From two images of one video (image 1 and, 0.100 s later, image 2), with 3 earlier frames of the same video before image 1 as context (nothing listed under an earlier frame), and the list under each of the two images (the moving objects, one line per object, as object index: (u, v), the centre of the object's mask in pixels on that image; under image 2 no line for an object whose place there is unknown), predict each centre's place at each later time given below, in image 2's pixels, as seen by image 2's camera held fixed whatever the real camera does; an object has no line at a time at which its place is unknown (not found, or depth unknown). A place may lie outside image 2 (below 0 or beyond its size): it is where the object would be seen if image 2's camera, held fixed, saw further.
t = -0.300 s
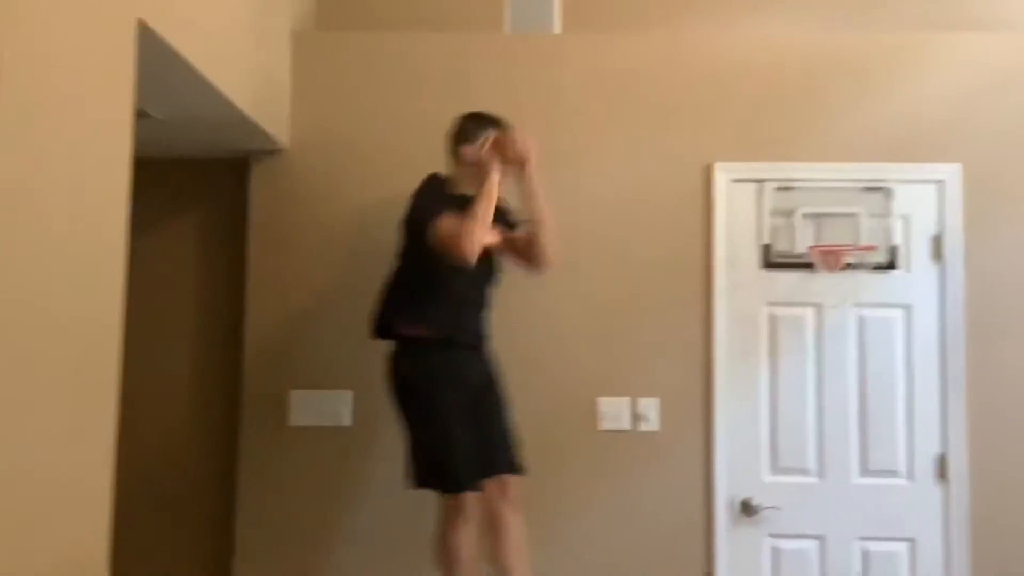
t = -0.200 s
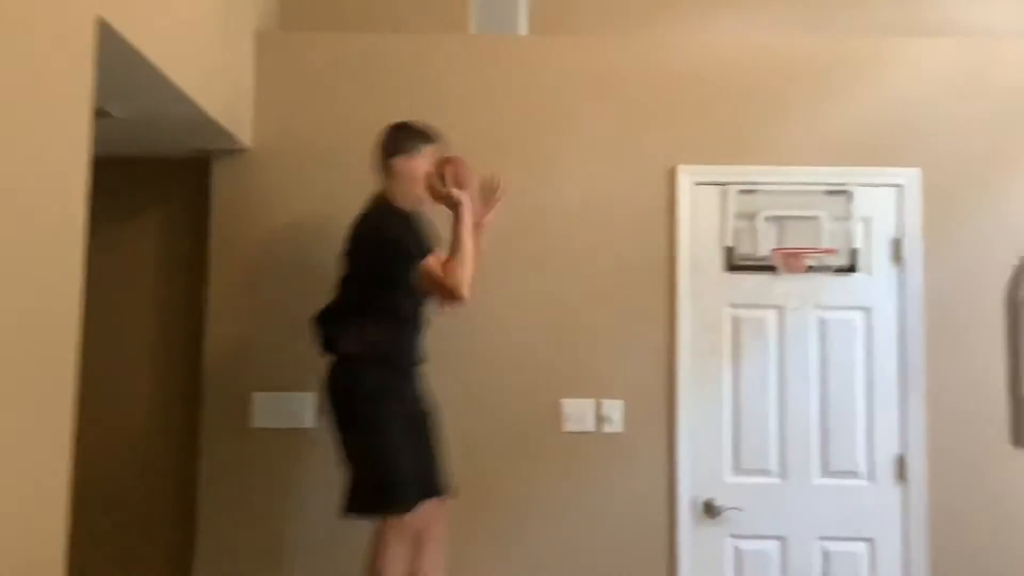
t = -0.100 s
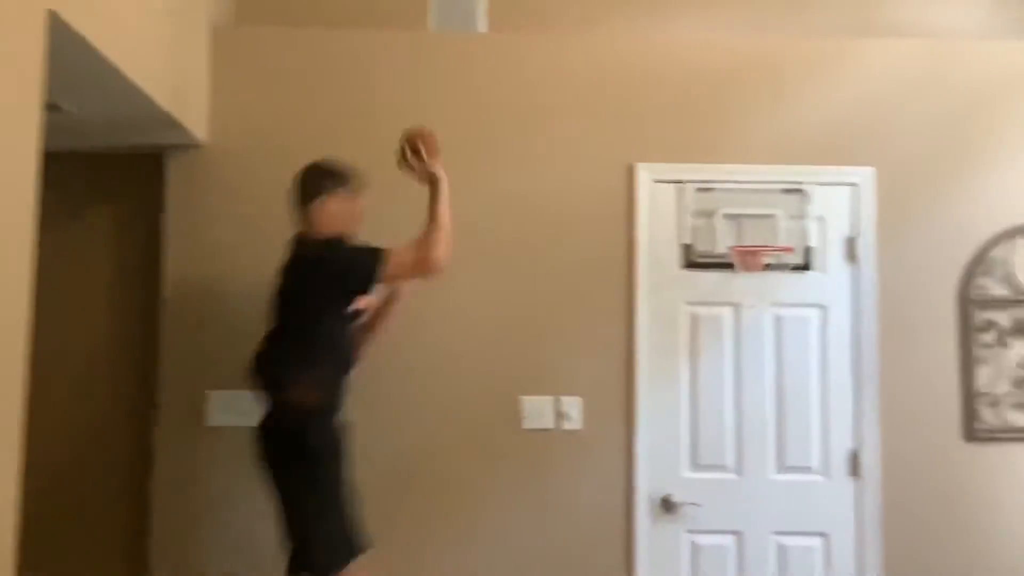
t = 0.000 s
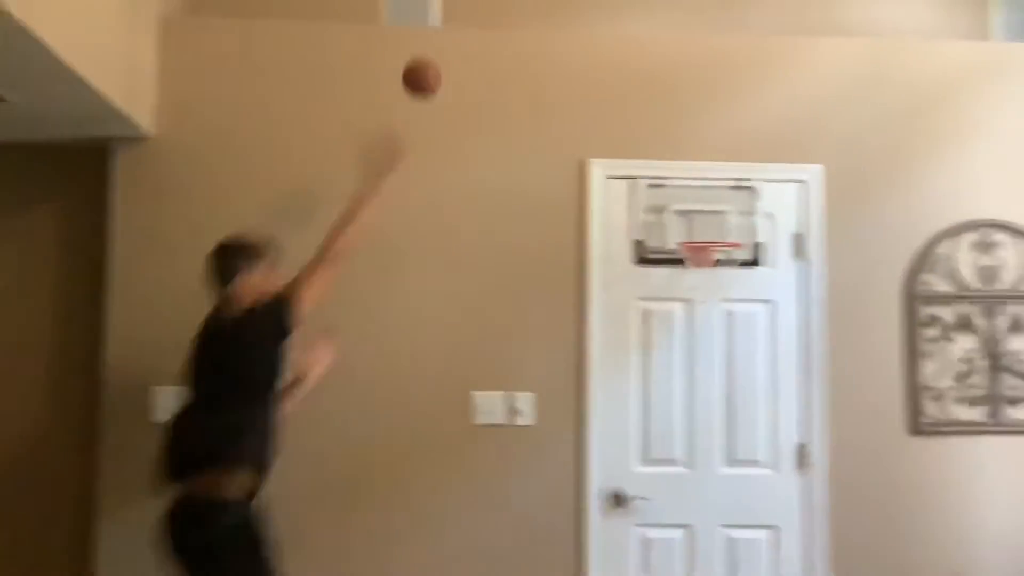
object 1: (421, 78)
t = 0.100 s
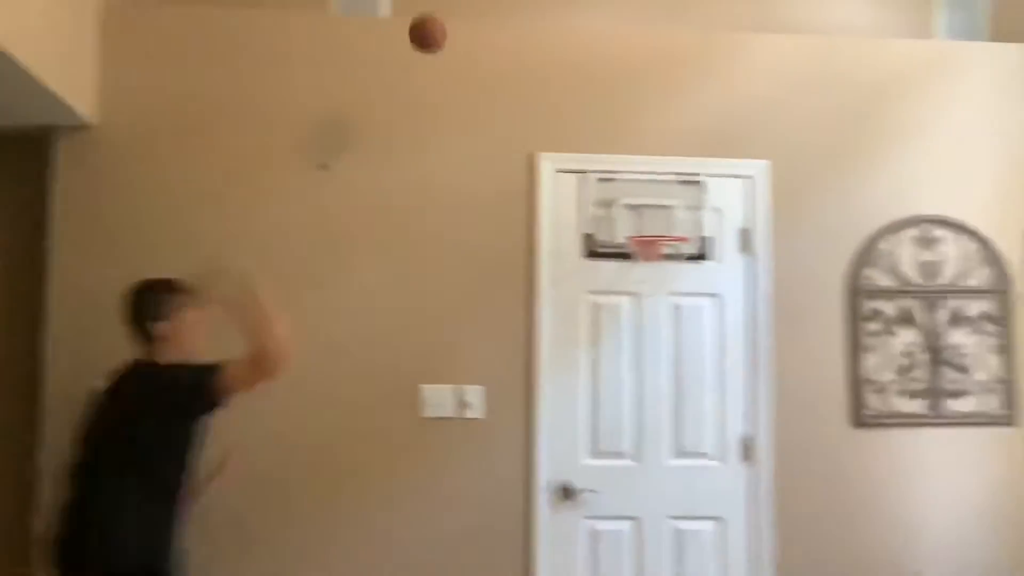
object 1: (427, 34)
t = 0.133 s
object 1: (447, 28)
